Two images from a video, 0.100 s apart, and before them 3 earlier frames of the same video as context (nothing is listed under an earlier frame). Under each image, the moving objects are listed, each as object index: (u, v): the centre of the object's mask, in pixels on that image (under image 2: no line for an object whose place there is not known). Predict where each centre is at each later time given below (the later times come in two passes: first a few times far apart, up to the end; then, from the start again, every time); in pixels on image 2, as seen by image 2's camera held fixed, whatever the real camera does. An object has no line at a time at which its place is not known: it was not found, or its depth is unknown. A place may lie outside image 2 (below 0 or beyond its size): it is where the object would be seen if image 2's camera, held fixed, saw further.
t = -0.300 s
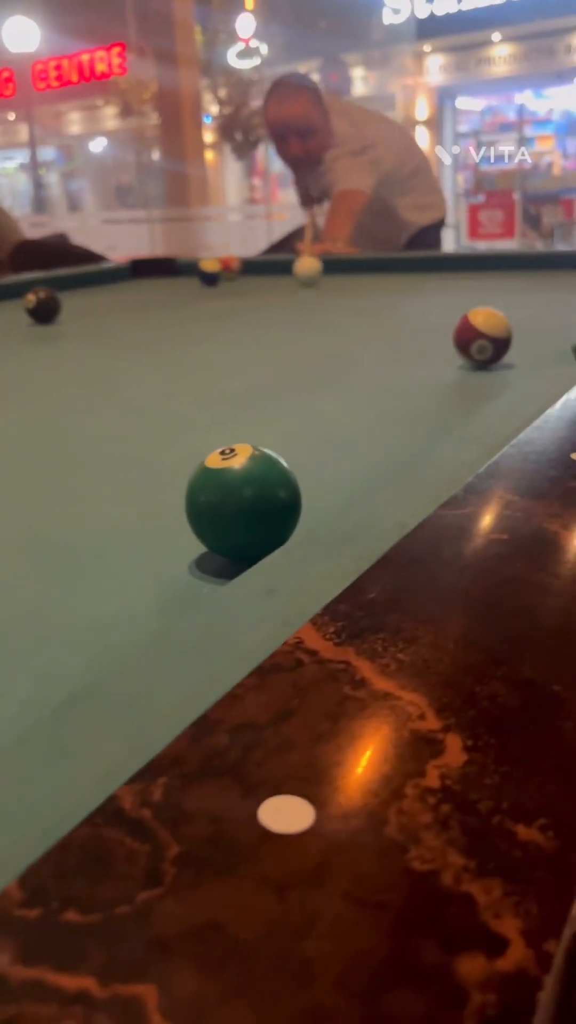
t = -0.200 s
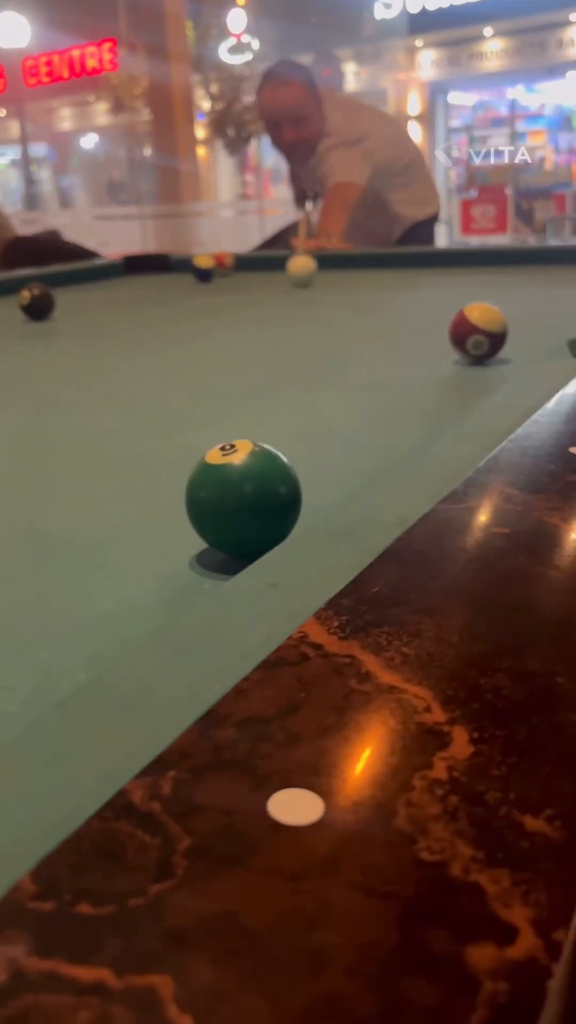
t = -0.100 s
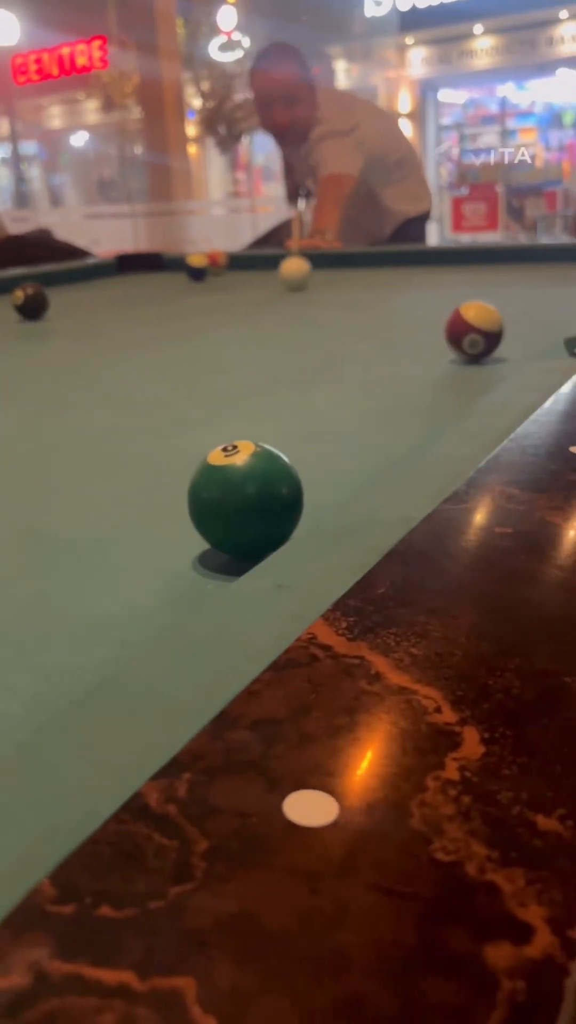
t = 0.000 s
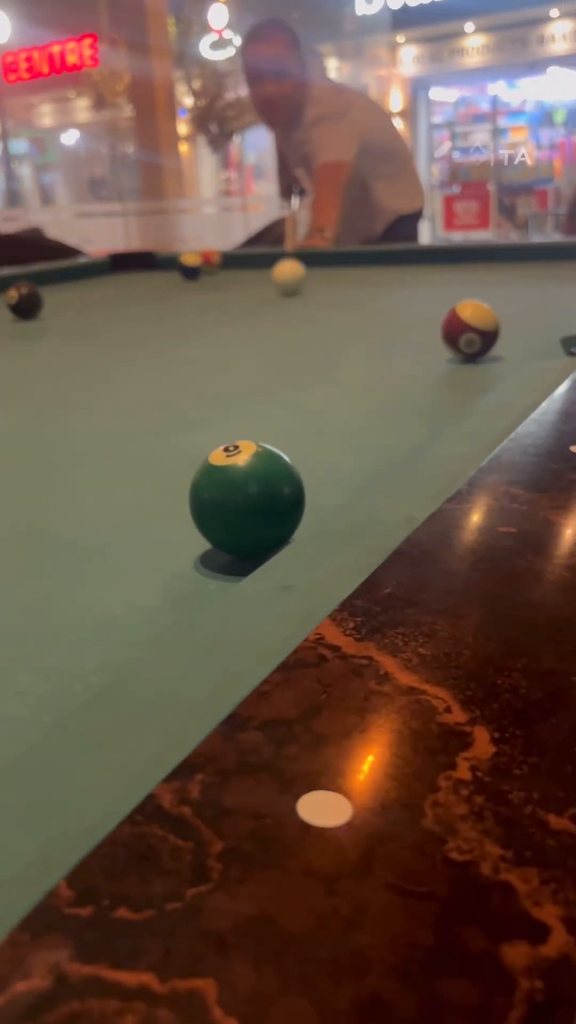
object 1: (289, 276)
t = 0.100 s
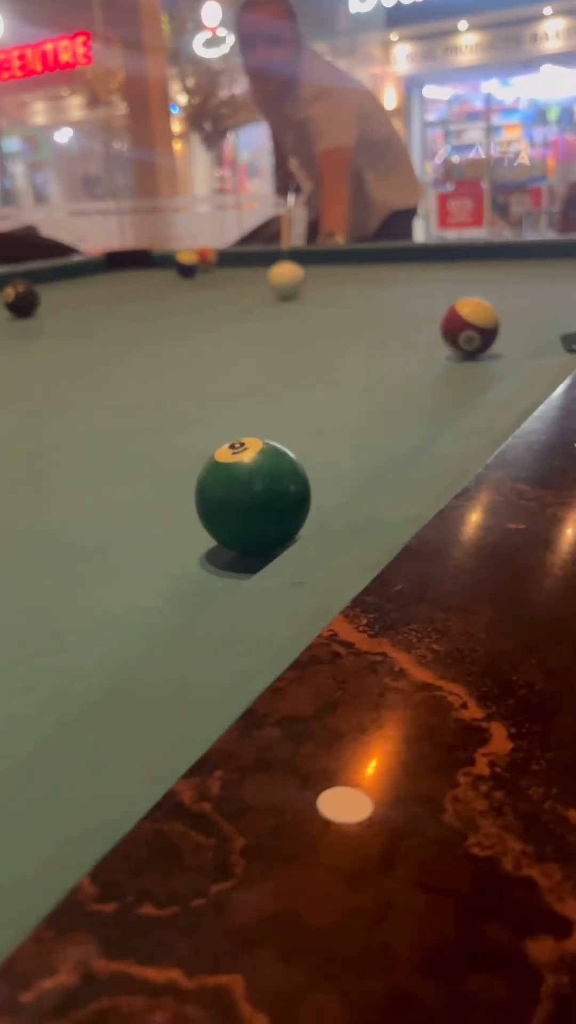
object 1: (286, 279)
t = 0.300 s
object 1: (285, 292)
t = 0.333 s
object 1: (285, 294)
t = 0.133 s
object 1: (285, 281)
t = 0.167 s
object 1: (285, 283)
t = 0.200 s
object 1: (285, 285)
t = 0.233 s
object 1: (285, 288)
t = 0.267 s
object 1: (285, 290)
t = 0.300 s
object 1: (285, 292)
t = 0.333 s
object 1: (285, 294)
